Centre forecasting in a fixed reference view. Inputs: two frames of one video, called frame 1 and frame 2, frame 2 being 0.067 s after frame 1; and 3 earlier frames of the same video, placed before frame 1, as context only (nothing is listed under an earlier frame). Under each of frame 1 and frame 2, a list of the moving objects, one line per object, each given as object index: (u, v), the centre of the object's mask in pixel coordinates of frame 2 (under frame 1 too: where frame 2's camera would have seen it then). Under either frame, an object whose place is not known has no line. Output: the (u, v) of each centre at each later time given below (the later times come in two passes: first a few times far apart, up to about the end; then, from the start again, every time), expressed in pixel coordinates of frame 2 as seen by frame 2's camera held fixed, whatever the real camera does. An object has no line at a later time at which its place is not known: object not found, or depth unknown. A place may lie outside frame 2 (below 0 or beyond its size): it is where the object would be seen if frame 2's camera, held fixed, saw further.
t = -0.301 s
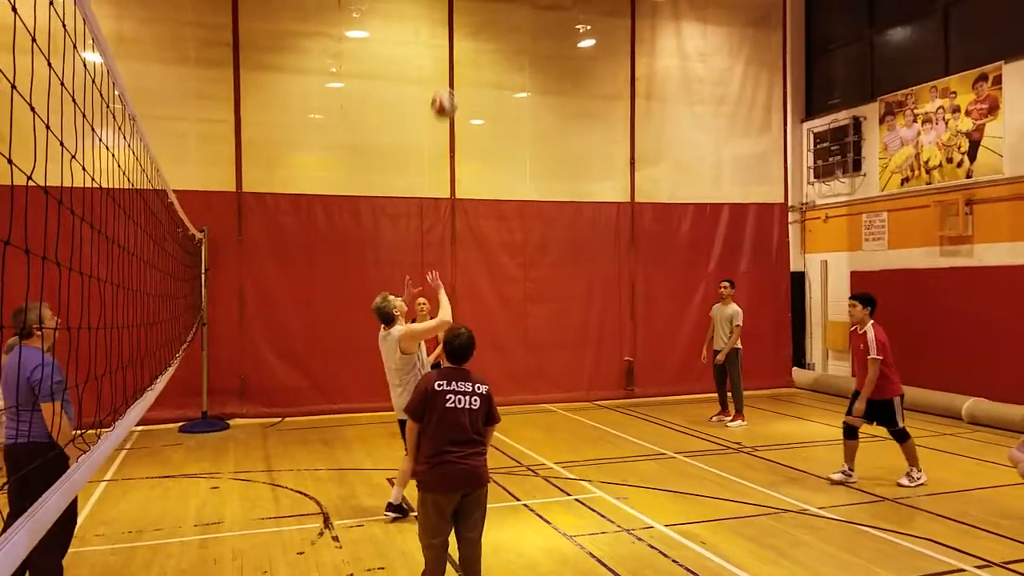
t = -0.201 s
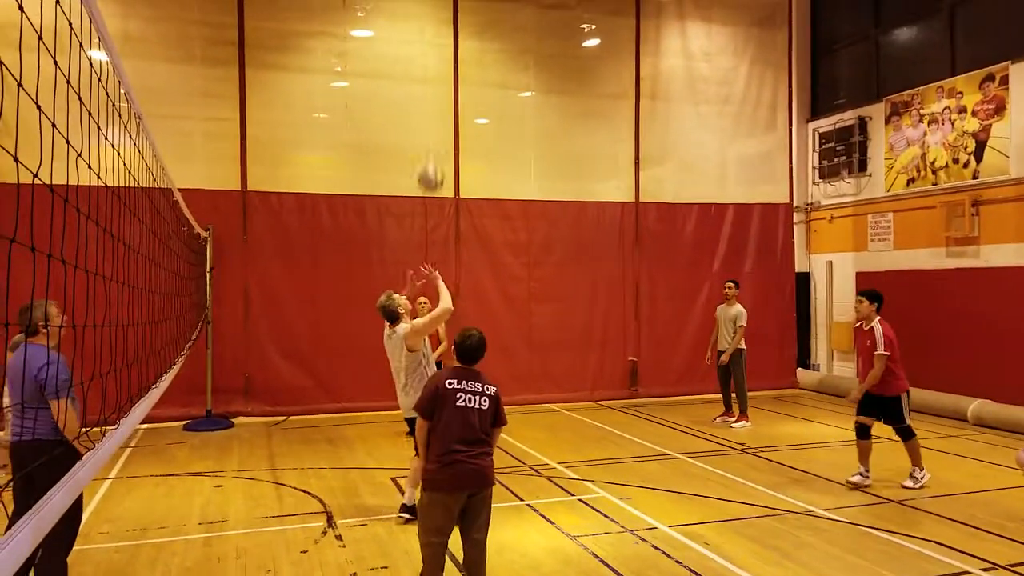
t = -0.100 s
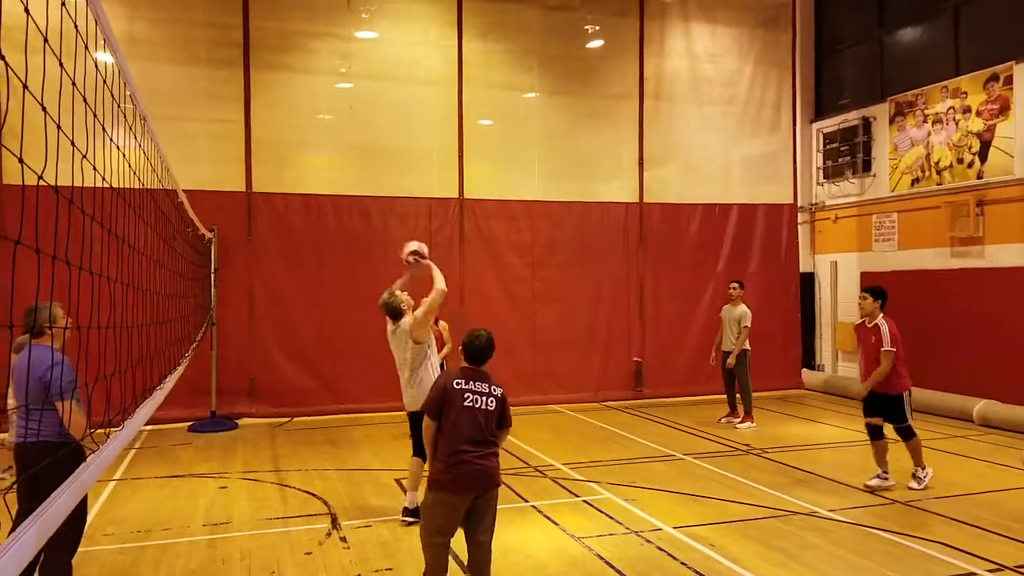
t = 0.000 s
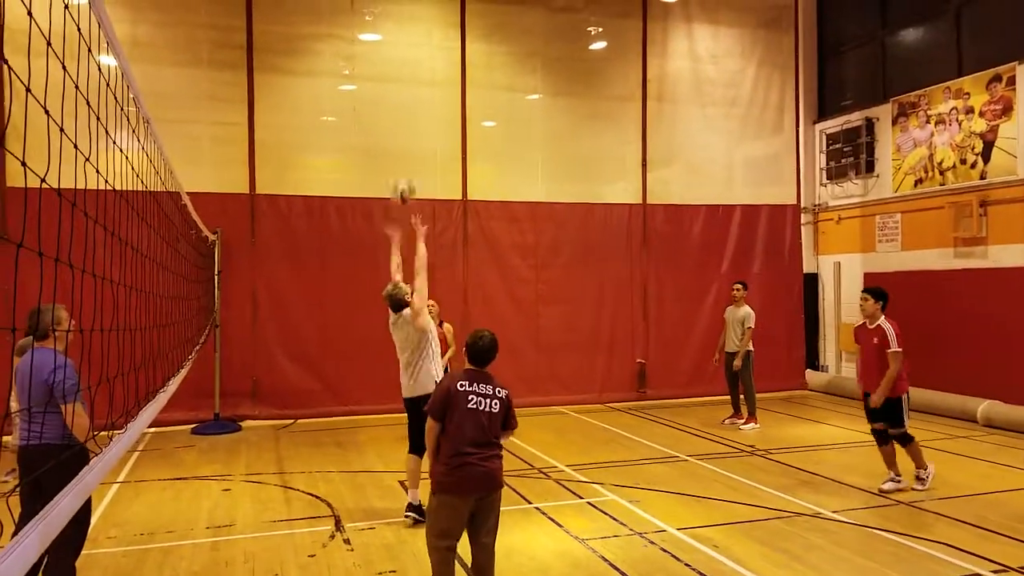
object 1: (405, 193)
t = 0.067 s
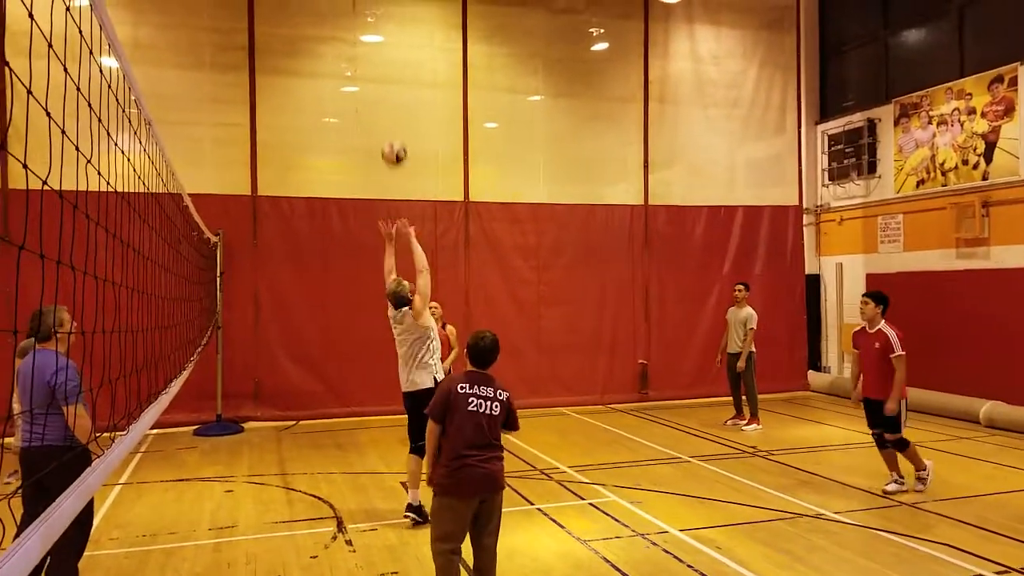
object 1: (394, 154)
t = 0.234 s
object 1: (373, 83)
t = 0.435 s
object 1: (352, 45)
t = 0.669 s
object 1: (332, 58)
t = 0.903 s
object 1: (317, 122)
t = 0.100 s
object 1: (390, 137)
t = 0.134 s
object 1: (385, 120)
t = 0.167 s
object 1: (380, 106)
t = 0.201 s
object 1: (377, 94)
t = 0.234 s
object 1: (373, 83)
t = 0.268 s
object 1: (370, 73)
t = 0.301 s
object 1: (366, 65)
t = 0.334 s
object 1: (362, 58)
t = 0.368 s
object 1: (359, 52)
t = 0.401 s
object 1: (356, 48)
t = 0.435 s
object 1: (352, 45)
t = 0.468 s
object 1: (350, 43)
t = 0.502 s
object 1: (347, 43)
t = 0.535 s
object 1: (344, 43)
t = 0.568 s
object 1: (340, 45)
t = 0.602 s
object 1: (337, 48)
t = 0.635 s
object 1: (335, 52)
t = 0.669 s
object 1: (332, 58)
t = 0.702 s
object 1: (330, 63)
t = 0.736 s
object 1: (328, 71)
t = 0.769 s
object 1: (325, 79)
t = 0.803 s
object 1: (323, 88)
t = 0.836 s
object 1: (320, 99)
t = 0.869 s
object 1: (318, 110)
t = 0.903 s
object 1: (317, 122)
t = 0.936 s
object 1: (314, 134)
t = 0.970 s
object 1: (312, 148)
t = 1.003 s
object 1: (311, 162)
